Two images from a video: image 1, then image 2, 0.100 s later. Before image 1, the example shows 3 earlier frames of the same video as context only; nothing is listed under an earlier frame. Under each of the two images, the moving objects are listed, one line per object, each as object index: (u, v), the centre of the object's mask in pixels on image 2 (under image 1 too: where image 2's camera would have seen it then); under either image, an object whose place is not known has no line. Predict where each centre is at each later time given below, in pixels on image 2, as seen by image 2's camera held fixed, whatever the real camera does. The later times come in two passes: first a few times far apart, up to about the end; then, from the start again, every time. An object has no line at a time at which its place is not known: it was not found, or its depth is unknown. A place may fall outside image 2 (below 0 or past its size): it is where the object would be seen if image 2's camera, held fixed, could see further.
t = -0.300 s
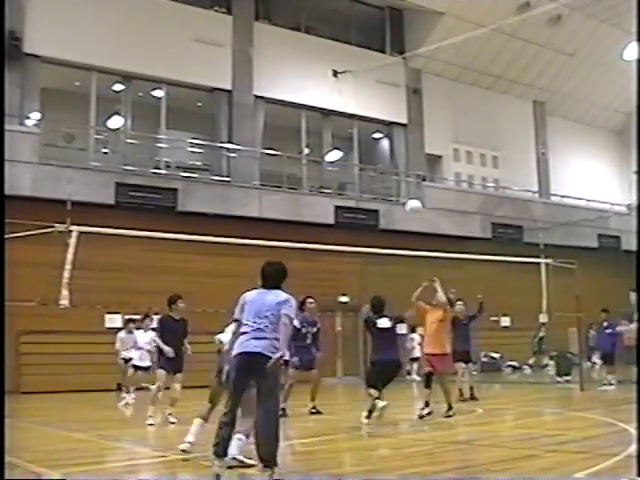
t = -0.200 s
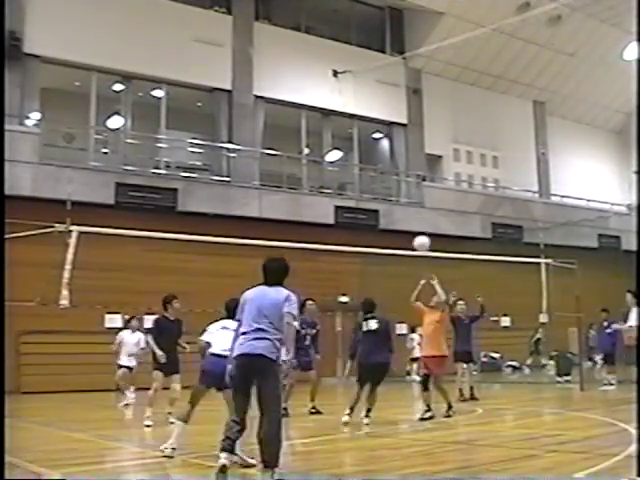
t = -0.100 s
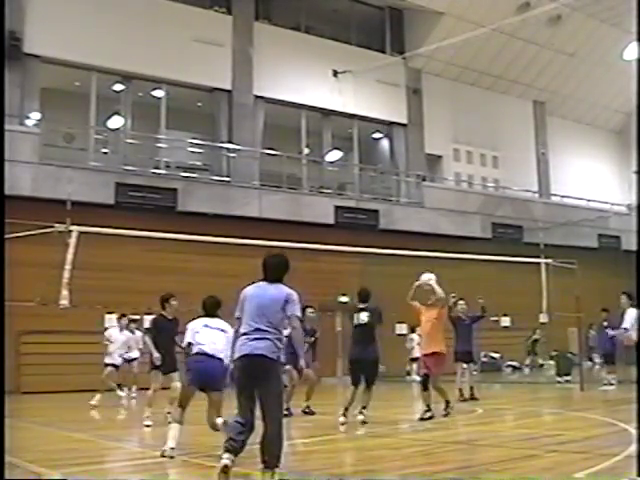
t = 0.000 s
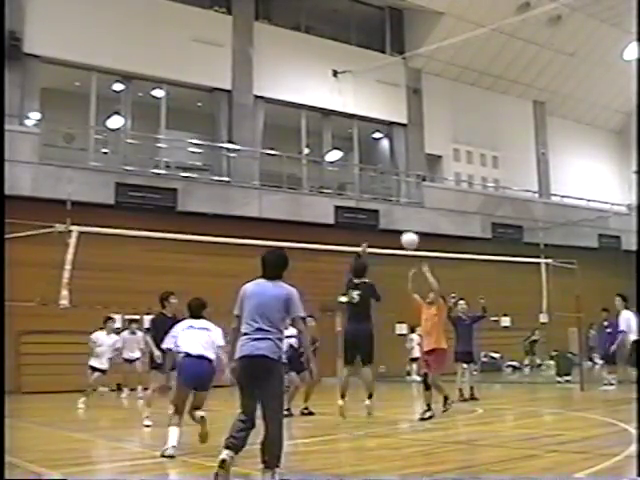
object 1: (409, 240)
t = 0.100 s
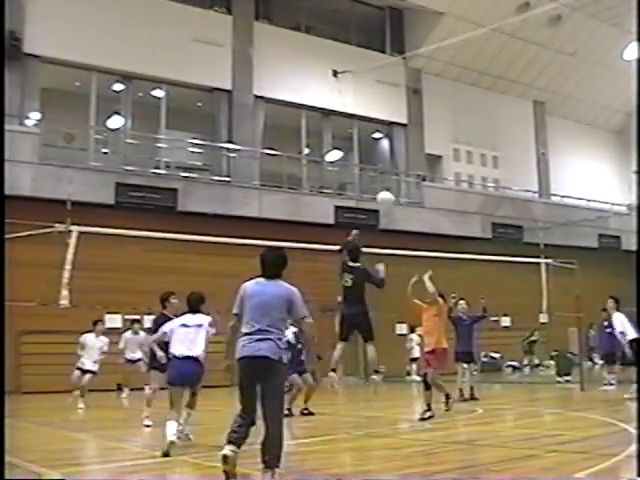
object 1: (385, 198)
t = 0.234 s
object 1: (354, 156)
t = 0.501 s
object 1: (294, 108)
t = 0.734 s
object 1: (242, 109)
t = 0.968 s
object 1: (191, 151)
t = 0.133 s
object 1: (377, 186)
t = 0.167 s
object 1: (370, 176)
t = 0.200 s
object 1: (362, 165)
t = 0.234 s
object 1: (354, 156)
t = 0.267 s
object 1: (346, 147)
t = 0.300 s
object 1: (338, 139)
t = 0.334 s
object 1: (331, 132)
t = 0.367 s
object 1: (323, 126)
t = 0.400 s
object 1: (316, 121)
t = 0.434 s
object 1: (308, 116)
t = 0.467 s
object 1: (302, 112)
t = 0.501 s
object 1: (294, 108)
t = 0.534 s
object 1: (286, 106)
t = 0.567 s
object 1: (279, 105)
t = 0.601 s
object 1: (271, 104)
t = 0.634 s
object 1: (265, 104)
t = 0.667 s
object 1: (257, 104)
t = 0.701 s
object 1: (249, 106)
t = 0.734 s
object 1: (242, 109)
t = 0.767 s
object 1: (235, 113)
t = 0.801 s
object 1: (227, 118)
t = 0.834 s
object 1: (220, 123)
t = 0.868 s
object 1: (213, 130)
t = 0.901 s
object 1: (205, 135)
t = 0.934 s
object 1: (198, 143)
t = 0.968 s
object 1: (191, 151)
